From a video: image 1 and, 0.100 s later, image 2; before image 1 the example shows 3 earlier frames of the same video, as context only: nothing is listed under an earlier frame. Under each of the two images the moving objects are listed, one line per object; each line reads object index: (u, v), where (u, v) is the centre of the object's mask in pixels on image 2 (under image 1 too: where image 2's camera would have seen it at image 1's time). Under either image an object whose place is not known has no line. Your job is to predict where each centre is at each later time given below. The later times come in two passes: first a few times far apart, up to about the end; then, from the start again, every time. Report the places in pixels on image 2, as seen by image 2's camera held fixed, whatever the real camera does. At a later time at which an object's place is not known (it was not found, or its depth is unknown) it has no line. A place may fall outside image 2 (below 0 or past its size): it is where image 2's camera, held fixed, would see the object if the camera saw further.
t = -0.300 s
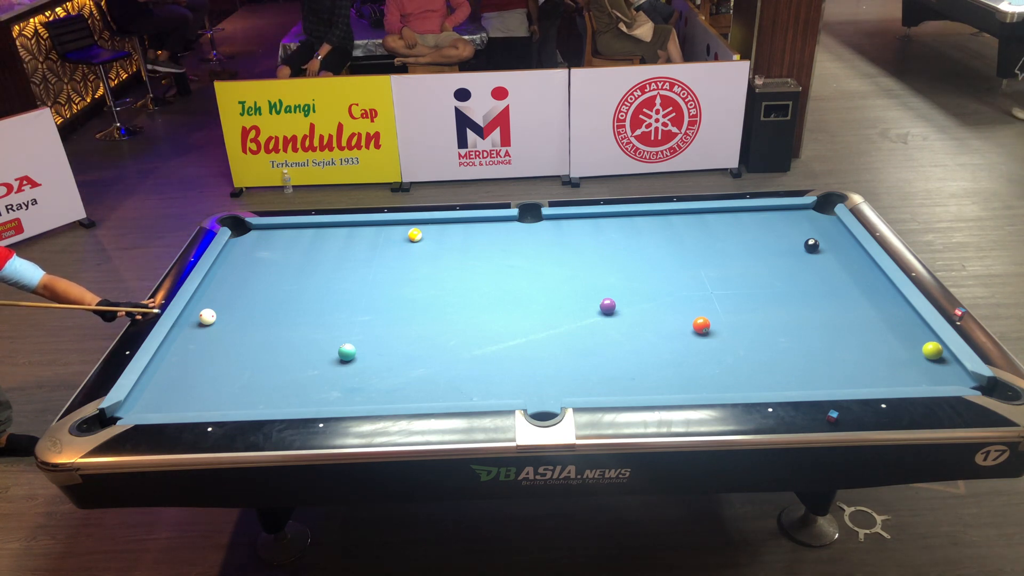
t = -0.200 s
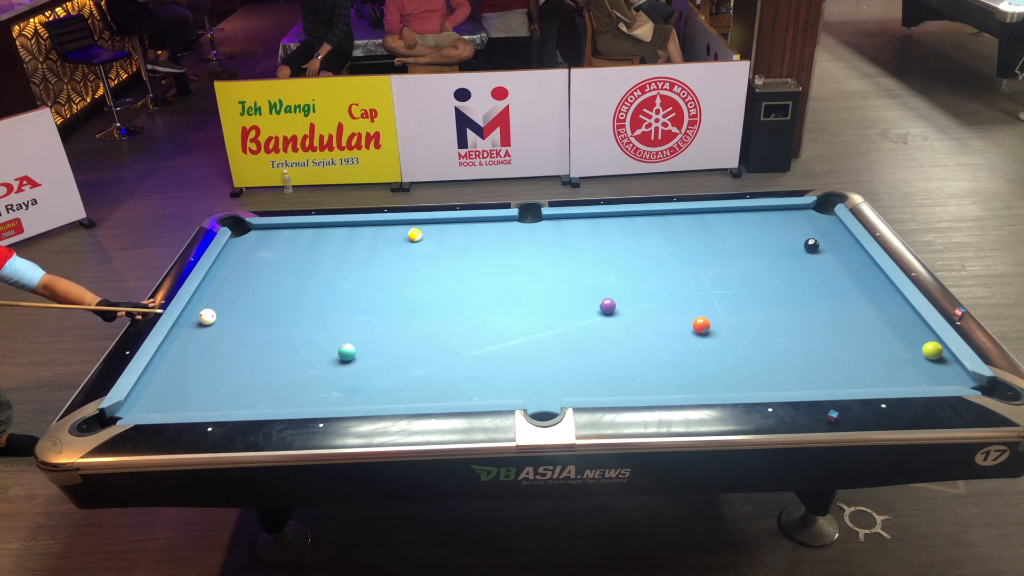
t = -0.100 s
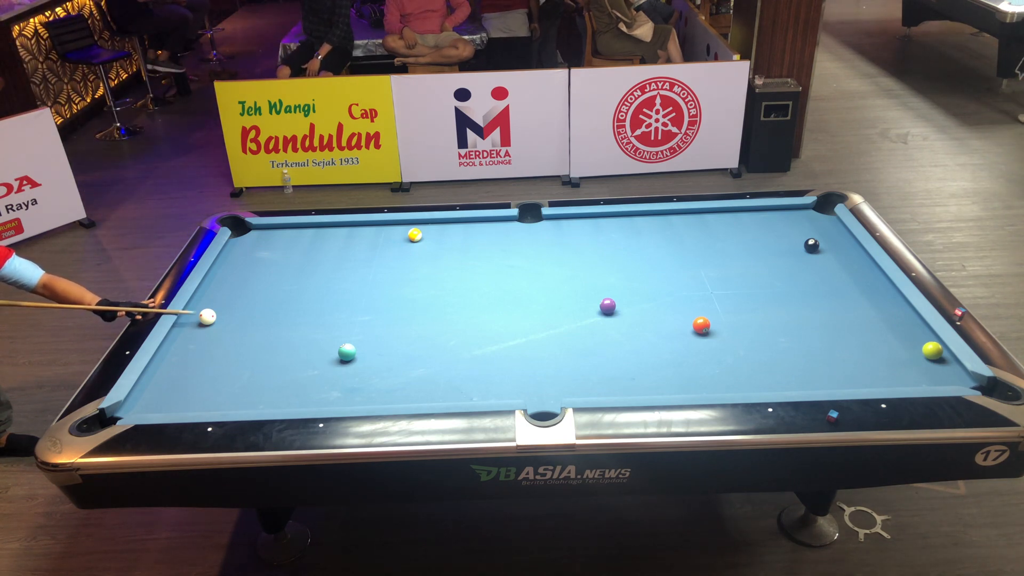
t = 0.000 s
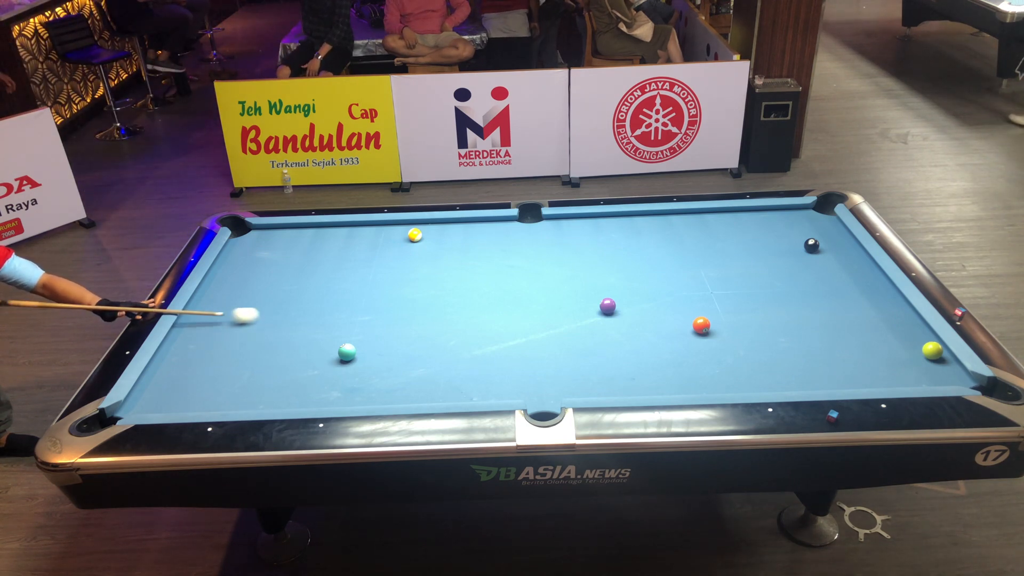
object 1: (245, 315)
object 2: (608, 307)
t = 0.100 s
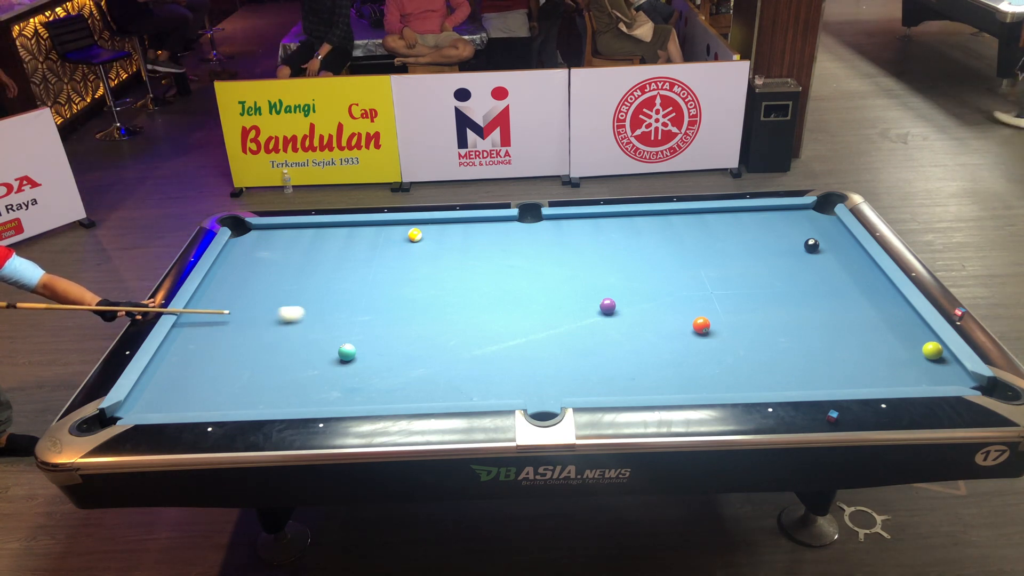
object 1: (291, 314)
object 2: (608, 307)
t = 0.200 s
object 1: (337, 312)
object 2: (608, 307)
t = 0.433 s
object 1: (441, 309)
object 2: (608, 307)
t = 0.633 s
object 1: (530, 306)
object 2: (608, 307)
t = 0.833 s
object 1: (594, 301)
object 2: (631, 309)
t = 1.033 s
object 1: (615, 293)
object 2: (694, 313)
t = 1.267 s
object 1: (642, 284)
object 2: (764, 321)
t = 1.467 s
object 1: (663, 277)
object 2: (824, 327)
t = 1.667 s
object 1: (684, 271)
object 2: (883, 332)
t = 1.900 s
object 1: (706, 264)
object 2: (916, 337)
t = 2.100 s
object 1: (723, 258)
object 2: (892, 341)
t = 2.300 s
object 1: (740, 252)
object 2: (868, 345)
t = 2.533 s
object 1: (758, 247)
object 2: (842, 350)
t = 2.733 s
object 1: (772, 242)
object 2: (821, 354)
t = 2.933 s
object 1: (785, 238)
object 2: (800, 358)
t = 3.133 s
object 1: (798, 234)
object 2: (780, 362)
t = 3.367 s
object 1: (811, 229)
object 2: (758, 365)
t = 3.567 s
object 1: (822, 226)
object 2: (740, 368)
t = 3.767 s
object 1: (832, 223)
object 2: (724, 371)
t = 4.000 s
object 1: (830, 221)
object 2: (705, 373)
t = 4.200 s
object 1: (824, 220)
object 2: (690, 375)
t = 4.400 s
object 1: (819, 220)
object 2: (677, 377)
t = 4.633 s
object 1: (815, 219)
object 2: (662, 379)
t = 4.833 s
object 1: (812, 218)
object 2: (651, 380)
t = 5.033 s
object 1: (811, 218)
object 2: (641, 381)
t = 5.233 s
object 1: (810, 218)
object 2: (631, 382)
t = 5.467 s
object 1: (809, 218)
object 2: (622, 383)
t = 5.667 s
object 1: (810, 218)
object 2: (615, 383)
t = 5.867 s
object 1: (810, 218)
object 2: (609, 384)
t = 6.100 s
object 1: (809, 218)
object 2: (603, 383)
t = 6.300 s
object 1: (809, 218)
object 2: (600, 383)
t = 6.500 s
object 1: (809, 218)
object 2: (597, 382)
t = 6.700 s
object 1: (809, 218)
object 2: (596, 382)
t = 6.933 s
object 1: (809, 218)
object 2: (596, 382)
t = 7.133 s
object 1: (809, 218)
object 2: (595, 382)
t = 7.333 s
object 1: (809, 218)
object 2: (595, 382)
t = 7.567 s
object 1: (809, 218)
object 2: (595, 382)
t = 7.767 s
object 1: (809, 218)
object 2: (595, 382)
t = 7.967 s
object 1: (809, 218)
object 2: (595, 382)
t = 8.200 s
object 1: (809, 218)
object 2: (595, 382)
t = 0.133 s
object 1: (306, 313)
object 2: (608, 307)
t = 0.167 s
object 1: (321, 313)
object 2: (608, 307)
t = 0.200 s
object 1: (337, 312)
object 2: (608, 307)
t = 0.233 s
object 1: (352, 312)
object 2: (608, 307)
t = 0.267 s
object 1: (367, 311)
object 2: (608, 307)
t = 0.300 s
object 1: (382, 311)
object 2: (608, 307)
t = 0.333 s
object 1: (397, 310)
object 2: (608, 307)
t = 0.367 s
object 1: (412, 310)
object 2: (608, 307)
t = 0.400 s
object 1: (427, 309)
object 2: (608, 307)
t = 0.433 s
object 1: (441, 309)
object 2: (608, 307)
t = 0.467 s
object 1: (457, 308)
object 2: (608, 307)
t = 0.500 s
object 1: (471, 307)
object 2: (608, 307)
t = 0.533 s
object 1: (486, 307)
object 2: (608, 307)
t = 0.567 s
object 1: (500, 306)
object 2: (608, 307)
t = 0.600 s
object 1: (515, 306)
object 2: (608, 307)
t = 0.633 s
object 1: (530, 306)
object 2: (608, 307)
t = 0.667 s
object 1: (544, 305)
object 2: (608, 307)
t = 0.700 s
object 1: (559, 305)
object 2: (608, 307)
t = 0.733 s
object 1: (573, 304)
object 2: (608, 307)
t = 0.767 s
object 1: (587, 304)
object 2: (608, 307)
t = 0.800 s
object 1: (592, 303)
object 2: (618, 308)
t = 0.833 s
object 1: (594, 301)
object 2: (631, 309)
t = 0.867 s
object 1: (596, 300)
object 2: (643, 310)
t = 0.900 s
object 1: (599, 298)
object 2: (655, 311)
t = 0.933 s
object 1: (603, 297)
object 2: (665, 312)
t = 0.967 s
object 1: (607, 295)
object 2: (675, 313)
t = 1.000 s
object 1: (611, 294)
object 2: (685, 314)
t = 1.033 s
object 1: (615, 293)
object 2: (694, 313)
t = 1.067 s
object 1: (619, 292)
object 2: (705, 313)
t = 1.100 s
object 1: (623, 290)
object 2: (716, 316)
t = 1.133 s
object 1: (627, 289)
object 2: (724, 317)
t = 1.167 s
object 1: (630, 288)
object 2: (735, 319)
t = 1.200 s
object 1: (634, 287)
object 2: (744, 319)
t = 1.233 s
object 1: (638, 285)
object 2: (754, 320)
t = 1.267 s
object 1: (642, 284)
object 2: (764, 321)
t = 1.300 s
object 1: (645, 283)
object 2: (774, 322)
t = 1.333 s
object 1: (649, 282)
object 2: (784, 323)
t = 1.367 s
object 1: (652, 281)
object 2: (793, 324)
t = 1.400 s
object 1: (656, 279)
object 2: (804, 325)
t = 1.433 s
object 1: (660, 278)
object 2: (814, 326)
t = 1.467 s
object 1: (663, 277)
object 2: (824, 327)
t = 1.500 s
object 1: (667, 276)
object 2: (834, 328)
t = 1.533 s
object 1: (670, 275)
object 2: (843, 329)
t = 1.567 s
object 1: (674, 274)
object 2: (853, 329)
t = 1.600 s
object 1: (677, 273)
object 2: (863, 330)
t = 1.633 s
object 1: (680, 272)
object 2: (873, 331)
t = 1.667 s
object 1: (684, 271)
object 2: (883, 332)
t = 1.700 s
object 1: (687, 270)
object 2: (894, 333)
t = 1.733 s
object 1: (690, 269)
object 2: (903, 334)
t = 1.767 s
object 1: (693, 267)
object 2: (913, 334)
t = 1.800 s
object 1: (696, 267)
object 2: (923, 334)
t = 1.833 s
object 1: (699, 266)
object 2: (924, 335)
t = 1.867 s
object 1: (703, 265)
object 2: (920, 336)
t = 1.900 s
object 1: (706, 264)
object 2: (916, 337)
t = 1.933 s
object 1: (709, 263)
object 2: (912, 338)
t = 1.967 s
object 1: (712, 262)
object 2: (908, 339)
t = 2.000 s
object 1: (715, 261)
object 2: (904, 339)
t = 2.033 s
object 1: (718, 260)
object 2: (899, 340)
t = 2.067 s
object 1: (720, 259)
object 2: (896, 341)
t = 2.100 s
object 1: (723, 258)
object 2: (892, 341)
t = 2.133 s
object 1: (726, 257)
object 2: (887, 342)
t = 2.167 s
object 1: (729, 256)
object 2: (883, 343)
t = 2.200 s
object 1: (732, 255)
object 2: (879, 343)
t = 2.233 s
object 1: (734, 254)
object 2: (876, 344)
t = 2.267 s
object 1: (737, 253)
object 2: (872, 345)
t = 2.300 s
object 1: (740, 252)
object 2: (868, 345)
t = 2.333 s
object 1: (743, 251)
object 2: (864, 346)
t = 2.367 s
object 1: (745, 251)
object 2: (860, 347)
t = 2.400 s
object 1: (748, 250)
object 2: (857, 348)
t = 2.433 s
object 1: (750, 249)
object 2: (853, 348)
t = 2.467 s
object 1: (753, 248)
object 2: (849, 349)
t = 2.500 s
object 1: (755, 247)
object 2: (846, 350)
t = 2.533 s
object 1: (758, 247)
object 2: (842, 350)
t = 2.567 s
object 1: (760, 246)
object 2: (838, 351)
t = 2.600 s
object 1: (763, 245)
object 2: (834, 352)
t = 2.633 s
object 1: (765, 244)
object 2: (831, 352)
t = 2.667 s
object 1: (767, 244)
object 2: (828, 353)
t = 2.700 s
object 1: (770, 243)
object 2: (824, 354)
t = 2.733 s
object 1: (772, 242)
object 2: (821, 354)
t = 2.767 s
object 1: (774, 241)
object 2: (817, 355)
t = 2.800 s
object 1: (777, 240)
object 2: (814, 356)
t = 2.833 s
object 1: (779, 240)
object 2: (810, 356)
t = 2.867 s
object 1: (781, 239)
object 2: (807, 357)
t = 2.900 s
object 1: (783, 238)
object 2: (803, 358)
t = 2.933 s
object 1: (785, 238)
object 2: (800, 358)
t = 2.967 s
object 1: (788, 237)
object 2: (797, 359)
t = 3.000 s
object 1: (790, 236)
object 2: (793, 359)
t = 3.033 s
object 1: (792, 236)
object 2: (790, 360)
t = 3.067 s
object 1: (794, 235)
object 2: (787, 360)
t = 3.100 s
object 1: (796, 234)
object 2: (783, 361)
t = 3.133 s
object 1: (798, 234)
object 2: (780, 362)
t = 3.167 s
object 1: (800, 233)
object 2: (777, 362)
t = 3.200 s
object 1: (802, 232)
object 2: (774, 363)
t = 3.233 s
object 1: (804, 231)
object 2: (770, 363)
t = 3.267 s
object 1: (806, 231)
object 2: (768, 364)
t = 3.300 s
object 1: (808, 230)
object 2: (764, 364)
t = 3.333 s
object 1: (809, 230)
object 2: (761, 365)
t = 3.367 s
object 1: (811, 229)
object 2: (758, 365)
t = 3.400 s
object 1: (813, 229)
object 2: (755, 366)
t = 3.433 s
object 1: (815, 228)
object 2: (752, 366)
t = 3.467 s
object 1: (817, 228)
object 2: (749, 367)
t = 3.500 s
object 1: (819, 227)
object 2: (746, 367)
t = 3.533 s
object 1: (820, 227)
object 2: (743, 368)
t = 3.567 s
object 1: (822, 226)
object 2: (740, 368)
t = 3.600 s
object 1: (824, 226)
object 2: (738, 368)
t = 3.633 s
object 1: (825, 225)
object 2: (735, 369)
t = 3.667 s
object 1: (827, 225)
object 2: (732, 369)
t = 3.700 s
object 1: (829, 224)
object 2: (729, 370)
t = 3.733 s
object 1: (830, 223)
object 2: (726, 370)
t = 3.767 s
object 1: (832, 223)
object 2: (724, 371)
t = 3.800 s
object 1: (833, 223)
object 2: (721, 371)
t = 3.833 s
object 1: (835, 222)
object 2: (718, 371)
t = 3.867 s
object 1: (834, 222)
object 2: (715, 372)
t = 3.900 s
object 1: (833, 222)
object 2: (713, 372)
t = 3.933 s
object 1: (832, 222)
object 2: (710, 373)
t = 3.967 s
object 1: (831, 221)
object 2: (708, 373)
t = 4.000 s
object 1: (830, 221)
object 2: (705, 373)
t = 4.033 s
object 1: (828, 221)
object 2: (702, 373)
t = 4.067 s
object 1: (827, 221)
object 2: (700, 374)
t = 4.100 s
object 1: (827, 221)
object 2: (698, 374)
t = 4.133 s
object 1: (826, 221)
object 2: (695, 374)
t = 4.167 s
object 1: (825, 220)
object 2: (693, 375)
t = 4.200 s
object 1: (824, 220)
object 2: (690, 375)
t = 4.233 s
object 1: (823, 220)
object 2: (688, 375)
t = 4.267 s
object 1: (822, 220)
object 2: (686, 376)
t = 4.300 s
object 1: (821, 220)
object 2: (684, 376)
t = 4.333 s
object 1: (821, 220)
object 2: (681, 376)
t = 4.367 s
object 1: (820, 220)
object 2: (679, 376)
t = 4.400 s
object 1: (819, 220)
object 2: (677, 377)
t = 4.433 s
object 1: (819, 219)
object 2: (675, 377)
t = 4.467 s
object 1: (818, 219)
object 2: (672, 377)
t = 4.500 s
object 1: (817, 219)
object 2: (670, 377)
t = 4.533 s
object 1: (817, 219)
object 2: (668, 378)
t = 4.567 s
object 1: (816, 219)
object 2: (666, 378)
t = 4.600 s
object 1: (816, 219)
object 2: (664, 378)
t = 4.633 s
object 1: (815, 219)
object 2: (662, 379)
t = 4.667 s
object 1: (815, 219)
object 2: (660, 379)
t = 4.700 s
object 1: (814, 219)
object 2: (658, 379)
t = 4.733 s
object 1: (814, 219)
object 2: (656, 379)
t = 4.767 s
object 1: (813, 219)
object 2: (655, 379)
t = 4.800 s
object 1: (813, 219)
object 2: (653, 380)
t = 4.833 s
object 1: (812, 218)
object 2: (651, 380)
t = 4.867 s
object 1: (812, 218)
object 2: (649, 380)
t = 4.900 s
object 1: (812, 218)
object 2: (647, 380)
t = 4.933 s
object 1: (811, 218)
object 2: (646, 380)
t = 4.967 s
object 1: (811, 218)
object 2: (644, 380)
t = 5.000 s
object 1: (811, 218)
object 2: (642, 381)
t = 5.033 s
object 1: (811, 218)
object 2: (641, 381)
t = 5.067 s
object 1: (810, 218)
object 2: (639, 381)
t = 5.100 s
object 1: (810, 218)
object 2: (638, 381)
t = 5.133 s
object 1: (810, 218)
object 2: (636, 381)
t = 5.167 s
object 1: (810, 218)
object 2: (634, 381)
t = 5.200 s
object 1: (810, 218)
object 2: (633, 381)
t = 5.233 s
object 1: (810, 218)
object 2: (631, 382)
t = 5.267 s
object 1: (809, 218)
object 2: (630, 382)
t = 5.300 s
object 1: (810, 218)
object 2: (629, 382)
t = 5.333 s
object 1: (809, 218)
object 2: (627, 382)
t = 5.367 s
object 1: (809, 218)
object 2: (626, 382)
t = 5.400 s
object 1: (809, 218)
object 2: (624, 382)
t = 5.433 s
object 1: (809, 218)
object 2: (623, 382)
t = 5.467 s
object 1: (809, 218)
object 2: (622, 383)
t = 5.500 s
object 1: (809, 218)
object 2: (621, 383)
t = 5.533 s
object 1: (809, 218)
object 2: (619, 383)
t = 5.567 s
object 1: (809, 218)
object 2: (618, 383)
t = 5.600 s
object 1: (809, 218)
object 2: (617, 383)
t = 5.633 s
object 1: (810, 218)
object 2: (616, 383)
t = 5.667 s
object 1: (810, 218)
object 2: (615, 383)
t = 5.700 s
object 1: (809, 218)
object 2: (614, 383)
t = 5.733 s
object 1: (810, 218)
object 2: (613, 384)
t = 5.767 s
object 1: (810, 218)
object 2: (612, 384)
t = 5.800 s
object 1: (810, 218)
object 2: (611, 384)
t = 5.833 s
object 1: (810, 218)
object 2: (610, 384)
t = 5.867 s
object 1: (810, 218)
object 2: (609, 384)
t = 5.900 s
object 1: (810, 218)
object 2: (608, 384)
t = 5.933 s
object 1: (810, 218)
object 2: (607, 384)
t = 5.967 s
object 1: (810, 218)
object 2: (606, 384)
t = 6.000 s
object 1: (809, 218)
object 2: (605, 383)
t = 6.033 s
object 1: (809, 218)
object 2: (605, 383)
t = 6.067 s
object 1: (810, 218)
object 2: (604, 383)
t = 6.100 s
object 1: (809, 218)
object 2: (603, 383)
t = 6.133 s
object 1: (810, 218)
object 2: (603, 383)
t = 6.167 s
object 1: (810, 218)
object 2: (602, 383)
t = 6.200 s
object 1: (810, 218)
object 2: (601, 383)
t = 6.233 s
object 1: (809, 218)
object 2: (601, 383)
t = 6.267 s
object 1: (809, 218)
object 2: (600, 383)
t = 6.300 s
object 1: (809, 218)
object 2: (600, 383)
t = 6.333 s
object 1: (809, 218)
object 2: (599, 382)
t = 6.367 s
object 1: (809, 218)
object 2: (599, 382)
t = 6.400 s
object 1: (809, 218)
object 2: (598, 382)
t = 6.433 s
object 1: (809, 218)
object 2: (598, 382)
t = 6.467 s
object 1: (809, 218)
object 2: (598, 382)
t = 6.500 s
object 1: (809, 218)
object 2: (597, 382)
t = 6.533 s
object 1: (809, 218)
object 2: (597, 382)
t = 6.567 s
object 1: (809, 218)
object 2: (597, 382)
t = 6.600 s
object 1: (809, 218)
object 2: (596, 382)
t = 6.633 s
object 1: (809, 218)
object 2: (596, 382)
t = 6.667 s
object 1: (809, 218)
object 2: (596, 382)
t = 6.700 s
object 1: (809, 218)
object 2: (596, 382)
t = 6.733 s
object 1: (809, 218)
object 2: (596, 382)
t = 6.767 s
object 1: (809, 218)
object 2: (596, 382)
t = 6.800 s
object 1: (809, 218)
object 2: (596, 382)
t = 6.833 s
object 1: (809, 218)
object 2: (596, 382)
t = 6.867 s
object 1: (809, 218)
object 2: (596, 382)
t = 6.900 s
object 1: (809, 218)
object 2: (596, 382)
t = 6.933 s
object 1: (809, 218)
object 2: (596, 382)
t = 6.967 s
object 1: (809, 218)
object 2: (595, 382)
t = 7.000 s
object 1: (809, 218)
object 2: (596, 382)
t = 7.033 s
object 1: (809, 218)
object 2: (595, 382)
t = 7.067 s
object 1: (809, 218)
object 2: (595, 382)
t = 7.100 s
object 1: (809, 218)
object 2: (595, 382)
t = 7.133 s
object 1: (809, 218)
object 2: (595, 382)
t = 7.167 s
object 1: (809, 218)
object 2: (595, 382)
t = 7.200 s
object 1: (809, 218)
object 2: (595, 382)
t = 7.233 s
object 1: (809, 218)
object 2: (595, 382)
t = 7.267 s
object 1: (809, 218)
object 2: (595, 382)
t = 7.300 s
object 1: (809, 218)
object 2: (595, 382)
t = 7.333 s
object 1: (809, 218)
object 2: (595, 382)
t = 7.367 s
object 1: (809, 218)
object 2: (595, 382)
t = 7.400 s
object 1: (809, 218)
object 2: (595, 382)
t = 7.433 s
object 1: (809, 218)
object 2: (595, 382)
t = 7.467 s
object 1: (809, 218)
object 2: (595, 382)
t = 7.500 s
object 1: (809, 218)
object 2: (595, 382)
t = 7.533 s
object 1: (809, 218)
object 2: (595, 382)
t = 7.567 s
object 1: (809, 218)
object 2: (595, 382)
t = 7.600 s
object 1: (809, 218)
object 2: (595, 382)
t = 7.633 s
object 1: (809, 218)
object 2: (595, 382)
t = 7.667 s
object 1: (809, 218)
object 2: (595, 382)
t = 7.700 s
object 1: (809, 218)
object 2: (595, 382)
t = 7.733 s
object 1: (809, 218)
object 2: (595, 382)
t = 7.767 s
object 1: (809, 218)
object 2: (595, 382)
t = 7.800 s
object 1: (809, 218)
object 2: (595, 382)
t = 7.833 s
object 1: (809, 218)
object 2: (595, 382)
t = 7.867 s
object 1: (809, 218)
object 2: (595, 382)
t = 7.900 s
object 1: (809, 218)
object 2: (595, 382)
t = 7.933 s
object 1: (809, 218)
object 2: (595, 382)
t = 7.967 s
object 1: (809, 218)
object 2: (595, 382)
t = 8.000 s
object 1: (809, 218)
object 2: (595, 382)
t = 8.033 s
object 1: (809, 218)
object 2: (595, 382)
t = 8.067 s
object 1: (809, 218)
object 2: (595, 382)
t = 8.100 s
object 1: (809, 218)
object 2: (595, 382)
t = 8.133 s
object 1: (809, 218)
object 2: (595, 382)
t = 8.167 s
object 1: (809, 218)
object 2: (595, 382)
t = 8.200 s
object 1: (809, 218)
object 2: (595, 382)
